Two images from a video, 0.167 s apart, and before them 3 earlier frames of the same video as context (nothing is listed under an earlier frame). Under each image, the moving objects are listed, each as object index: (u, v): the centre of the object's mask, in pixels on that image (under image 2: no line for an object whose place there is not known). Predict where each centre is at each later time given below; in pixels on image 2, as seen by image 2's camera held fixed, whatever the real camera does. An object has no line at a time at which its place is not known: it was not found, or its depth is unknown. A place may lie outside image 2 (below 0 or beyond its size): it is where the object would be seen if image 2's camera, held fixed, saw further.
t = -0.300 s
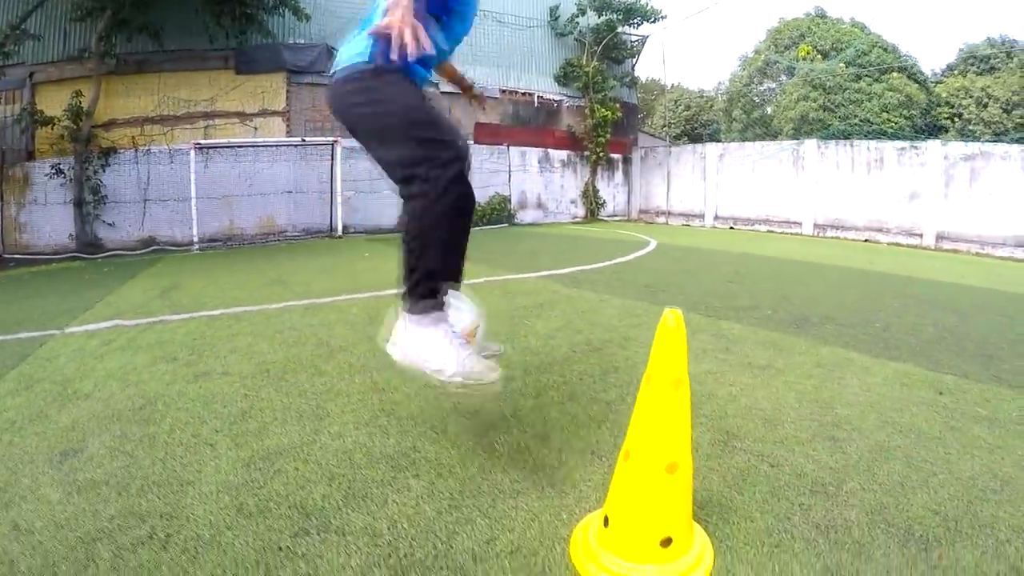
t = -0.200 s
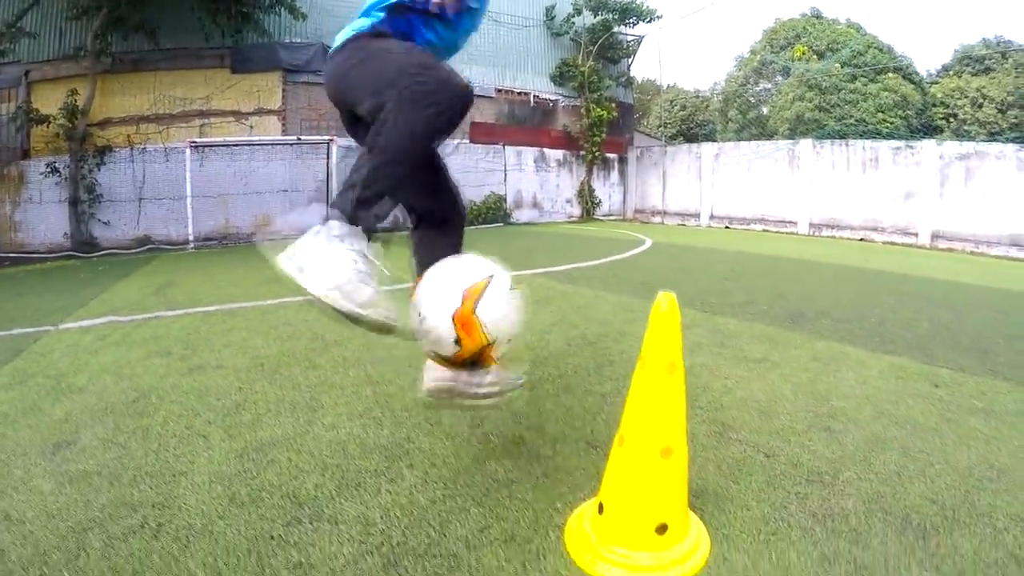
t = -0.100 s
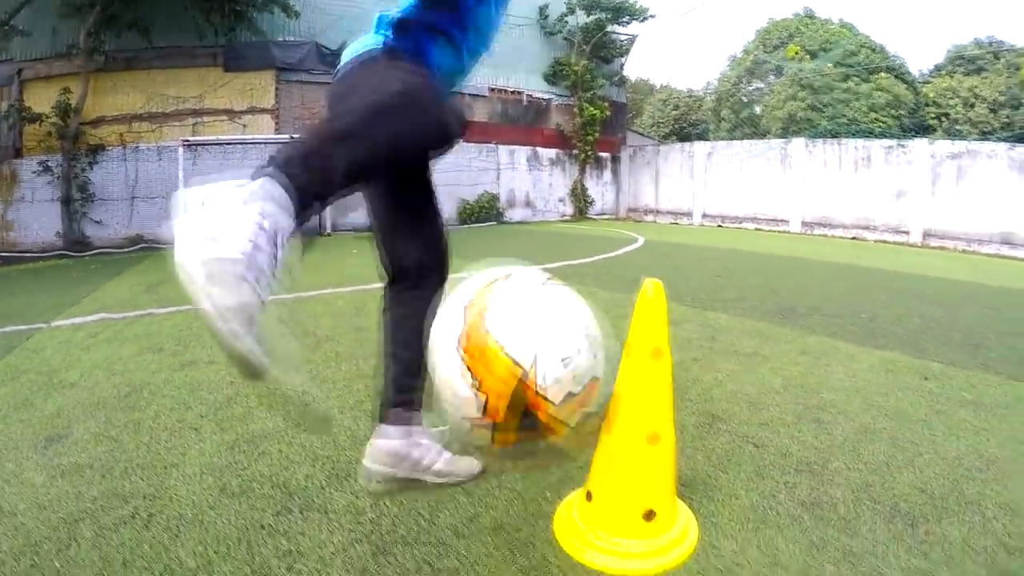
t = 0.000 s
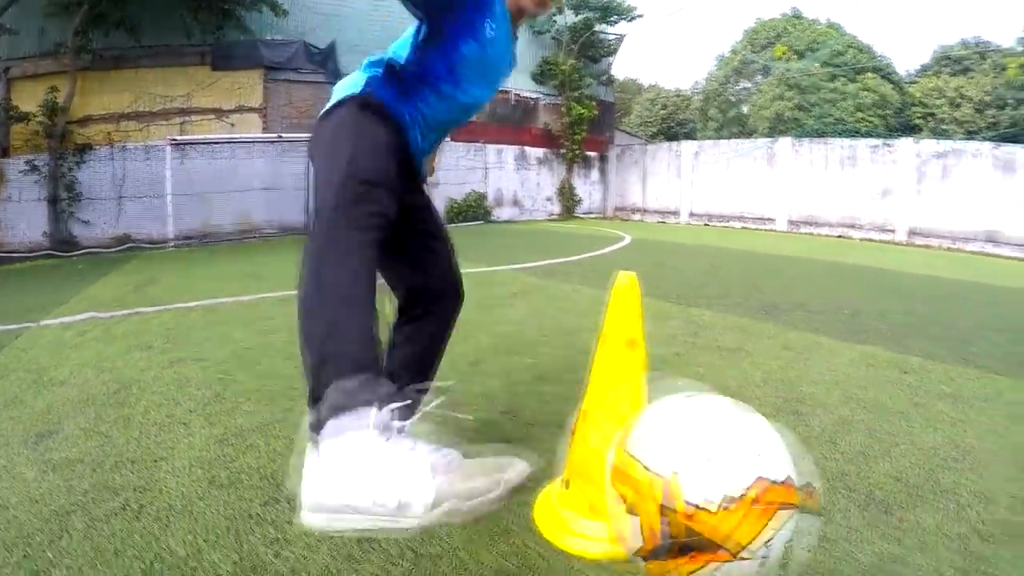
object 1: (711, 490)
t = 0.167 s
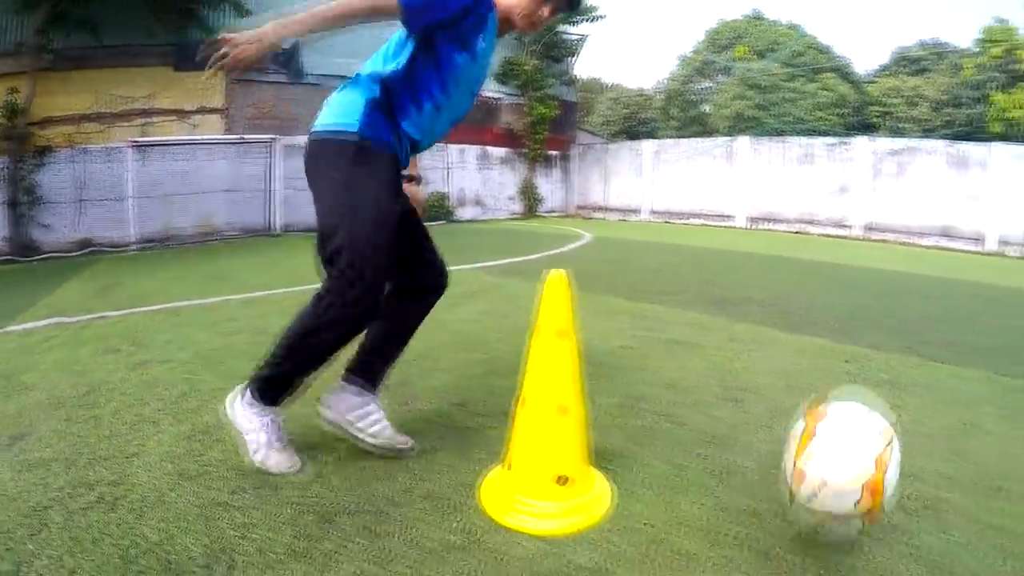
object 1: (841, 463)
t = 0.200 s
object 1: (864, 428)
